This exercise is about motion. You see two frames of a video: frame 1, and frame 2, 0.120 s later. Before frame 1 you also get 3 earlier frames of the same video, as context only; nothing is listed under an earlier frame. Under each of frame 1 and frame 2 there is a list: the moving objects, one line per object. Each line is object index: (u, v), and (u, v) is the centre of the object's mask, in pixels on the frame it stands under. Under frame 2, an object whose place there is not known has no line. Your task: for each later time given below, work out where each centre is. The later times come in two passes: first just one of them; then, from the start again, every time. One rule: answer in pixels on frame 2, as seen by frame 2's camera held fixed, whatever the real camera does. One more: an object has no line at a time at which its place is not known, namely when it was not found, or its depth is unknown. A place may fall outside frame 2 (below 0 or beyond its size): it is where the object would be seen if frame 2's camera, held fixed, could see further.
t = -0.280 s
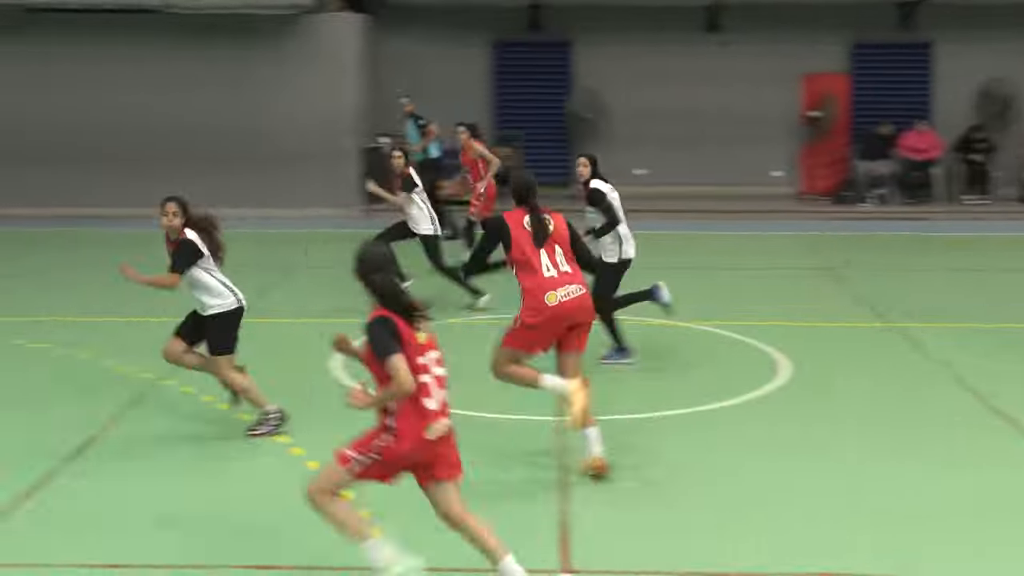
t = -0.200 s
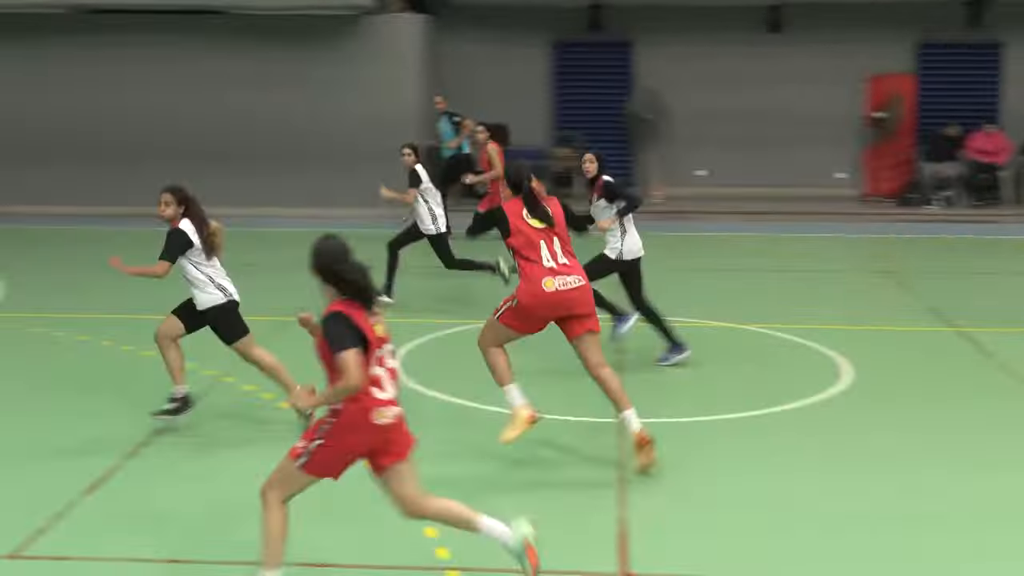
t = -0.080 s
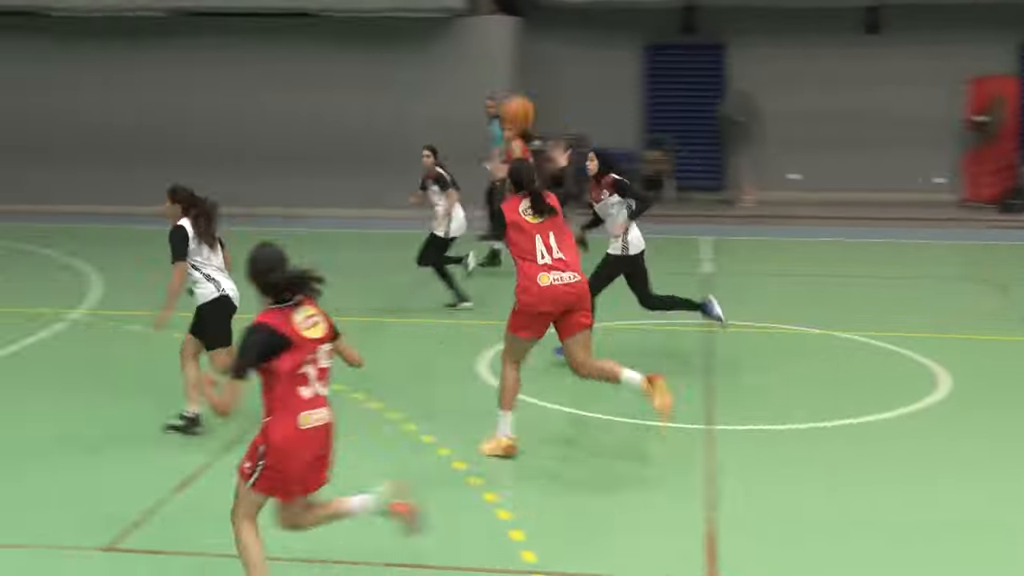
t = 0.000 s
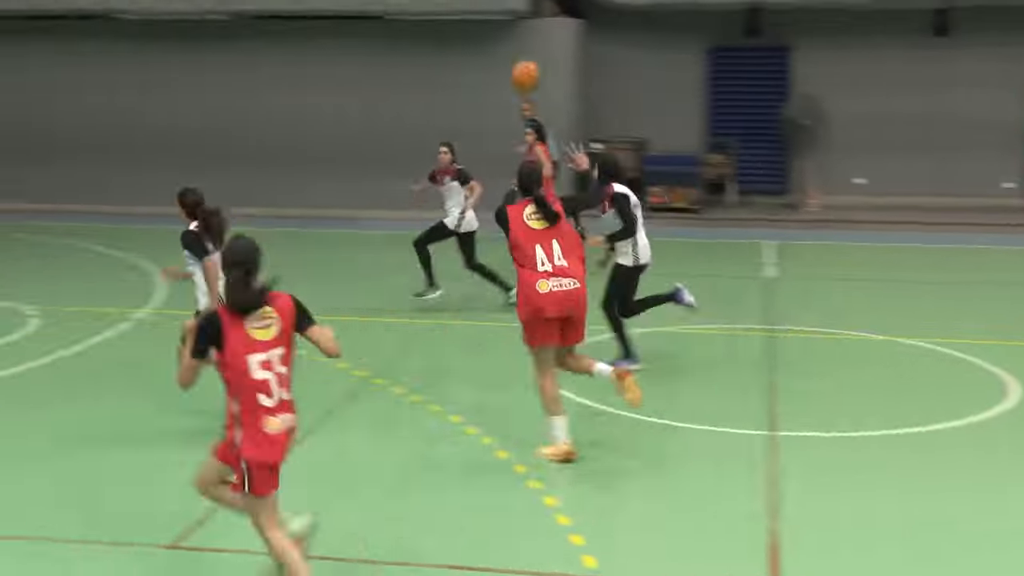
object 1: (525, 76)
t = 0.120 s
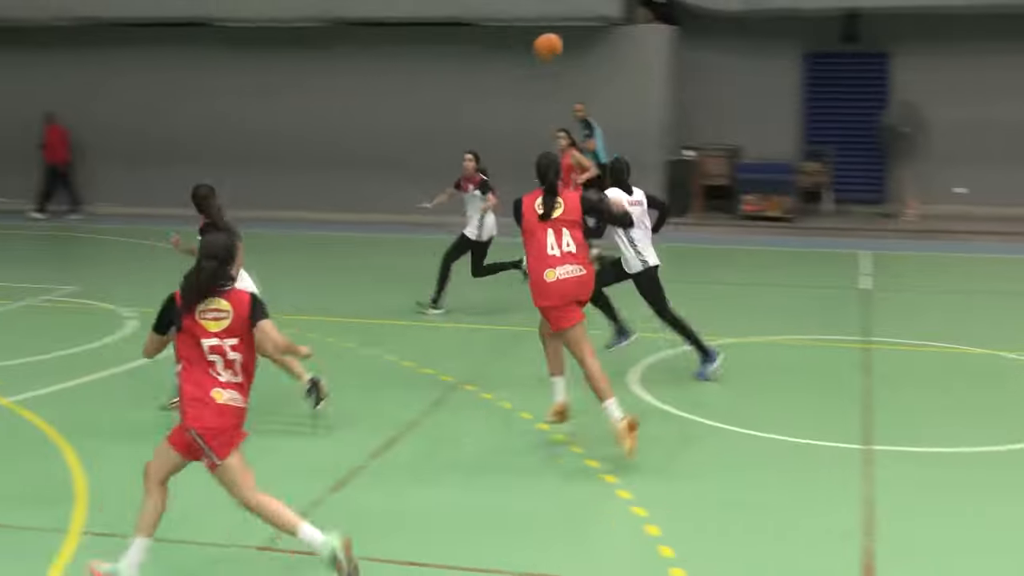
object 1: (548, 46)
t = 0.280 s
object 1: (476, 35)
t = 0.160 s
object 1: (528, 40)
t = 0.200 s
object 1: (510, 37)
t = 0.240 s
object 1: (493, 35)
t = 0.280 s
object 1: (476, 35)
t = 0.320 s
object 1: (461, 35)
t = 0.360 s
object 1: (447, 37)
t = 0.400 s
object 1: (433, 40)
